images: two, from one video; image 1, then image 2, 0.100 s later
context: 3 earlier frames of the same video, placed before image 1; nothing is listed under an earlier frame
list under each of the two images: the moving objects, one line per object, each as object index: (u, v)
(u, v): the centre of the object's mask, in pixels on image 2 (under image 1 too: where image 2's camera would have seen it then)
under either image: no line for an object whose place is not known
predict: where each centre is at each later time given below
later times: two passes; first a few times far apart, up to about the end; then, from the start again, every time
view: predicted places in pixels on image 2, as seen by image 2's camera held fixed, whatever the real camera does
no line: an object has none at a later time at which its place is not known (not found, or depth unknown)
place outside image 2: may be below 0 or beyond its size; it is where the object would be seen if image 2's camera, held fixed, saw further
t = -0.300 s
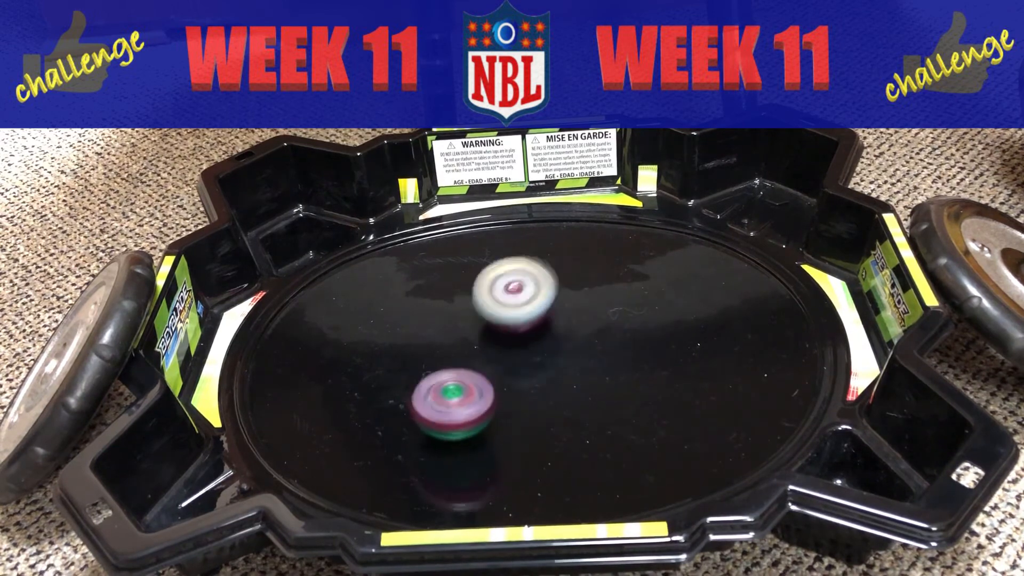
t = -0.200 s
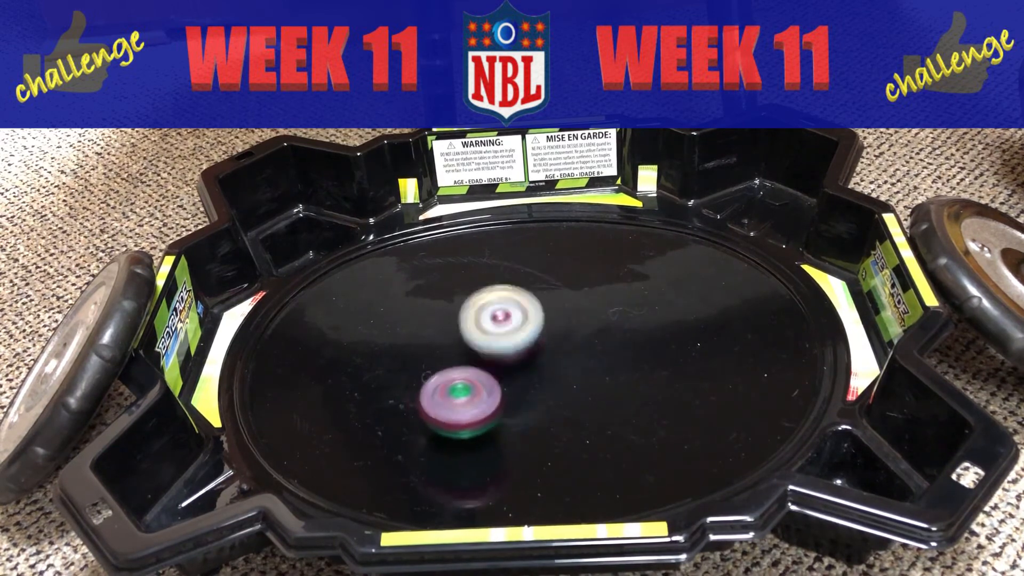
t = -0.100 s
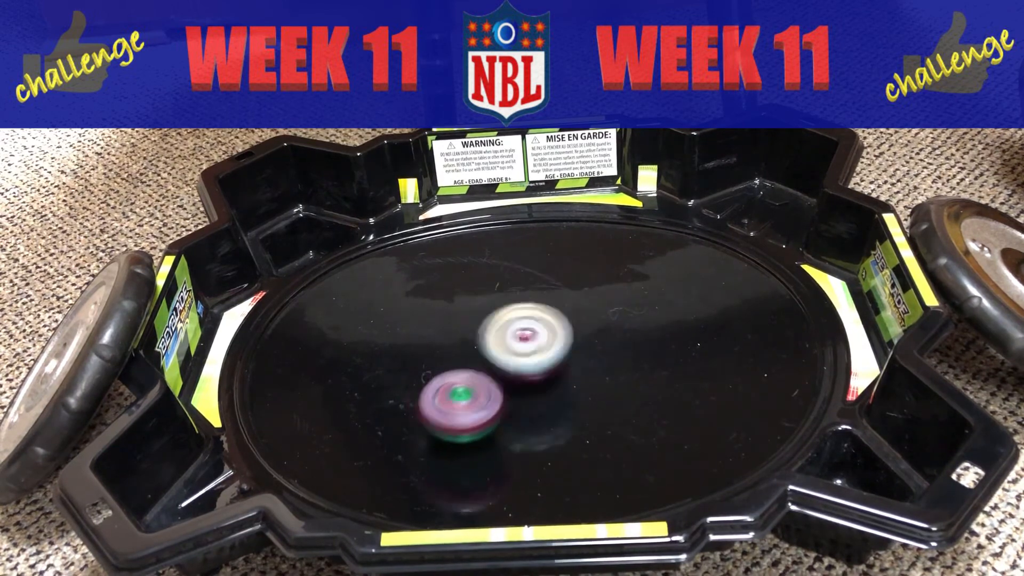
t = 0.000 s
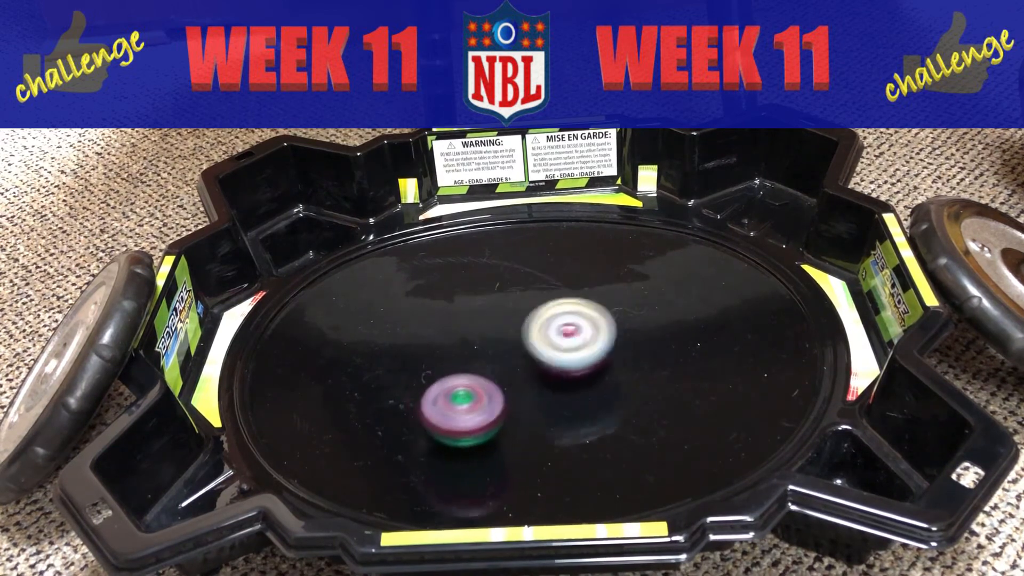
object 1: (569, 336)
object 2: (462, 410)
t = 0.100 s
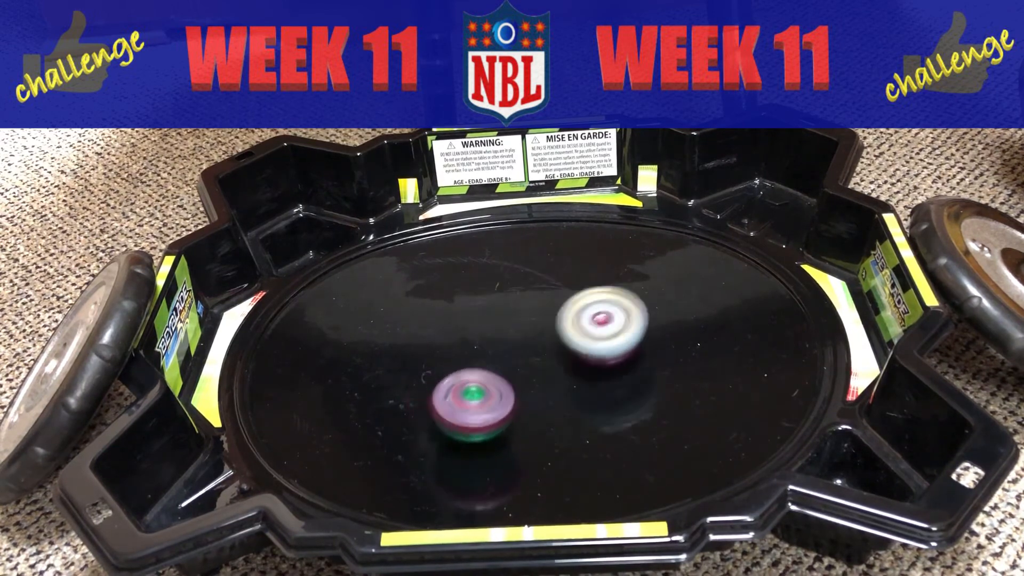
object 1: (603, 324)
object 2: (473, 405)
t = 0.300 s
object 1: (625, 291)
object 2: (500, 385)
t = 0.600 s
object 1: (573, 313)
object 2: (523, 378)
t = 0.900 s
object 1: (589, 305)
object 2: (515, 396)
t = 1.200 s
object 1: (602, 344)
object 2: (508, 382)
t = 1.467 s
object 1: (606, 332)
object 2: (512, 353)
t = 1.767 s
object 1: (652, 331)
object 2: (471, 324)
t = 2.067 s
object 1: (583, 351)
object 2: (495, 324)
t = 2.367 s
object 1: (574, 404)
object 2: (515, 347)
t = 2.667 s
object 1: (587, 381)
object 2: (498, 370)
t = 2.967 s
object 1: (565, 343)
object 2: (462, 352)
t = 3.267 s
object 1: (562, 342)
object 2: (460, 330)
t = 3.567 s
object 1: (601, 338)
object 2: (472, 338)
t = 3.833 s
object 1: (644, 328)
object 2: (475, 359)
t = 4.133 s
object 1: (580, 349)
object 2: (480, 372)
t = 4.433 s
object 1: (599, 371)
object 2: (456, 366)
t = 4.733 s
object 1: (583, 355)
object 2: (467, 347)
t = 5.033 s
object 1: (631, 335)
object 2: (439, 335)
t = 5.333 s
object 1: (551, 344)
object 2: (461, 364)
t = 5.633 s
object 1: (594, 369)
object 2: (406, 364)
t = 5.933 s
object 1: (594, 350)
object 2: (467, 359)
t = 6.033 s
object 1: (584, 343)
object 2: (488, 367)
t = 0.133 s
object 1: (611, 320)
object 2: (477, 402)
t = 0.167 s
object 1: (618, 314)
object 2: (481, 399)
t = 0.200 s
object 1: (624, 308)
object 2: (486, 396)
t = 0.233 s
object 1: (627, 302)
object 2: (491, 392)
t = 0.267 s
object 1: (627, 296)
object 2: (495, 388)
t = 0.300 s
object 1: (625, 291)
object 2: (500, 385)
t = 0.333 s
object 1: (619, 289)
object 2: (507, 381)
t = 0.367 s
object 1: (611, 287)
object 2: (513, 378)
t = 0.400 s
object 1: (600, 288)
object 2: (518, 374)
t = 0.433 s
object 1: (590, 293)
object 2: (523, 370)
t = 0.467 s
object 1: (580, 298)
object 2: (528, 366)
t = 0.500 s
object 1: (573, 304)
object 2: (530, 365)
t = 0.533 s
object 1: (570, 308)
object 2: (529, 369)
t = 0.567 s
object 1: (570, 311)
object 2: (528, 372)
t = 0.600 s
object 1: (573, 313)
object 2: (523, 378)
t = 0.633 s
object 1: (580, 311)
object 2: (518, 384)
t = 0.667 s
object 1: (585, 309)
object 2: (516, 389)
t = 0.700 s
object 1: (590, 308)
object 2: (516, 392)
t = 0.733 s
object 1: (593, 305)
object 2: (516, 393)
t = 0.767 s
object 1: (595, 303)
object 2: (516, 394)
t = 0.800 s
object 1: (596, 302)
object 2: (516, 396)
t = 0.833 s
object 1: (595, 302)
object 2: (515, 396)
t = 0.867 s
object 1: (592, 303)
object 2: (515, 396)
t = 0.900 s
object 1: (589, 305)
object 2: (515, 396)
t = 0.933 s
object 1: (586, 309)
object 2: (515, 396)
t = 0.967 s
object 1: (582, 314)
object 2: (514, 394)
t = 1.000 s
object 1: (579, 320)
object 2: (515, 393)
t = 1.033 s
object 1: (577, 326)
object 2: (515, 391)
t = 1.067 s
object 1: (577, 333)
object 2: (515, 388)
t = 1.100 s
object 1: (580, 339)
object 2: (513, 387)
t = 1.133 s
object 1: (587, 342)
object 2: (510, 386)
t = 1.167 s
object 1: (594, 343)
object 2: (508, 385)
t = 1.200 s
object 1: (602, 344)
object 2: (508, 382)
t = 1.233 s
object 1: (609, 343)
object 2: (507, 379)
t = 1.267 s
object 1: (615, 342)
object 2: (508, 376)
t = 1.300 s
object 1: (620, 339)
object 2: (508, 373)
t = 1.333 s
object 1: (623, 337)
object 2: (508, 369)
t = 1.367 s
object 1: (623, 334)
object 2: (508, 365)
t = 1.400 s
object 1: (619, 332)
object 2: (510, 360)
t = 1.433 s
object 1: (613, 331)
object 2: (511, 356)
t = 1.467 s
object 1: (606, 332)
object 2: (512, 353)
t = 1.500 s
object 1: (598, 333)
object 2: (514, 349)
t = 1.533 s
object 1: (603, 335)
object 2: (503, 344)
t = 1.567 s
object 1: (614, 337)
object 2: (489, 339)
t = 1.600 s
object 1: (624, 338)
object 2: (480, 335)
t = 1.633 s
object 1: (632, 337)
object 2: (474, 332)
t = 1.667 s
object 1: (639, 336)
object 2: (472, 330)
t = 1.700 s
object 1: (644, 335)
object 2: (471, 328)
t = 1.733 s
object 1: (649, 333)
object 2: (471, 326)
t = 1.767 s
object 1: (652, 331)
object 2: (471, 324)
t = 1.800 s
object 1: (651, 328)
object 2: (472, 322)
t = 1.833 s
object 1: (647, 327)
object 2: (474, 321)
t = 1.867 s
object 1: (640, 326)
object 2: (476, 320)
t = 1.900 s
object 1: (631, 328)
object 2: (478, 320)
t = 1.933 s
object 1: (622, 330)
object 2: (481, 319)
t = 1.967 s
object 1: (612, 334)
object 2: (484, 320)
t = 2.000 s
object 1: (602, 340)
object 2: (487, 321)
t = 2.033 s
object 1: (592, 345)
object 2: (492, 322)
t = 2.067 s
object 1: (583, 351)
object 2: (495, 324)
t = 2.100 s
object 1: (575, 356)
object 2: (498, 327)
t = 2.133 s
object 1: (569, 363)
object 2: (501, 328)
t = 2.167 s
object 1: (567, 371)
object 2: (502, 329)
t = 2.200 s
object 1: (566, 378)
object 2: (505, 331)
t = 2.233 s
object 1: (566, 385)
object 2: (506, 334)
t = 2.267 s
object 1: (567, 391)
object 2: (509, 337)
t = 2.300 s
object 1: (568, 396)
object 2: (512, 340)
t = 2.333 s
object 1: (570, 400)
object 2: (514, 343)
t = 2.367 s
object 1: (574, 404)
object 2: (515, 347)
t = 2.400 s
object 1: (577, 406)
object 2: (516, 350)
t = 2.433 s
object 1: (582, 407)
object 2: (517, 354)
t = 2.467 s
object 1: (587, 405)
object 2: (517, 358)
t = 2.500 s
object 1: (589, 402)
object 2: (516, 361)
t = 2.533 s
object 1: (589, 397)
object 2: (514, 364)
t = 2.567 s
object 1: (589, 393)
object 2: (510, 366)
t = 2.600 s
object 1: (590, 389)
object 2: (505, 367)
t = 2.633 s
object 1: (590, 385)
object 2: (502, 368)
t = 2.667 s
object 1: (587, 381)
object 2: (498, 370)
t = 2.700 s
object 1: (583, 376)
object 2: (495, 370)
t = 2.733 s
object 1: (583, 372)
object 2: (487, 369)
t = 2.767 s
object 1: (587, 368)
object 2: (479, 366)
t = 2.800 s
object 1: (588, 364)
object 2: (474, 364)
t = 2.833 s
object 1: (587, 359)
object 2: (470, 362)
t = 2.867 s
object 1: (585, 354)
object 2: (466, 360)
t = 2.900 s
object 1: (580, 349)
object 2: (464, 357)
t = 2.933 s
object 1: (573, 345)
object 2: (462, 354)
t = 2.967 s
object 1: (565, 343)
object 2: (462, 352)
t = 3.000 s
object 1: (557, 342)
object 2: (461, 349)
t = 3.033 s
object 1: (549, 341)
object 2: (462, 346)
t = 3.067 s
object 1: (546, 341)
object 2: (459, 342)
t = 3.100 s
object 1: (548, 342)
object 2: (452, 338)
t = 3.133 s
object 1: (551, 342)
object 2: (449, 335)
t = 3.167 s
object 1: (554, 343)
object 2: (450, 334)
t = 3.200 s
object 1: (556, 343)
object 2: (452, 332)
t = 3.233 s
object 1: (559, 342)
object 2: (456, 331)
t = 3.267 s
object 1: (562, 342)
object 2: (460, 330)
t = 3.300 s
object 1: (565, 342)
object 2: (464, 330)
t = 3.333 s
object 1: (568, 342)
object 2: (469, 331)
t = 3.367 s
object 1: (569, 341)
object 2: (473, 331)
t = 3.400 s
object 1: (569, 339)
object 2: (479, 333)
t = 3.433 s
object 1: (568, 338)
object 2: (483, 335)
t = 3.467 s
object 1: (574, 337)
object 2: (481, 335)
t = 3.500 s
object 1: (584, 338)
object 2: (474, 335)
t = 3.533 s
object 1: (593, 338)
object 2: (473, 336)
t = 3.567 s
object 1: (601, 338)
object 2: (472, 338)
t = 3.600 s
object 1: (608, 337)
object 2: (473, 341)
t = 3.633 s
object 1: (616, 337)
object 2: (472, 344)
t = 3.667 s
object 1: (623, 336)
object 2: (473, 346)
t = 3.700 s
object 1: (629, 335)
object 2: (473, 349)
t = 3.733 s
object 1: (634, 333)
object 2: (474, 352)
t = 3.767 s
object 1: (639, 331)
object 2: (474, 354)
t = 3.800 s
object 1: (642, 330)
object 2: (475, 357)
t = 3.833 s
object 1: (644, 328)
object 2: (475, 359)
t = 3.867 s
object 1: (642, 327)
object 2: (476, 362)
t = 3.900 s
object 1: (637, 326)
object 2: (477, 364)
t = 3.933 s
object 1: (630, 327)
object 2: (477, 366)
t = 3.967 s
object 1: (623, 328)
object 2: (478, 367)
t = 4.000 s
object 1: (615, 331)
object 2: (478, 369)
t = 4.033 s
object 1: (606, 334)
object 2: (479, 370)
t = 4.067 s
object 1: (597, 339)
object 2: (479, 371)
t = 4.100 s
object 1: (588, 343)
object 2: (480, 372)
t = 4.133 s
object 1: (580, 349)
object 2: (480, 372)
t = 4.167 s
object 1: (572, 354)
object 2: (481, 373)
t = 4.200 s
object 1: (570, 360)
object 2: (476, 373)
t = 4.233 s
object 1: (575, 364)
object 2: (466, 373)
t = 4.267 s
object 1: (580, 367)
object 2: (462, 373)
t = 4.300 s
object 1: (585, 369)
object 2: (460, 373)
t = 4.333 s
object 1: (589, 370)
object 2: (458, 372)
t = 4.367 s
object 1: (592, 371)
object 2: (456, 370)
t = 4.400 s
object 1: (596, 372)
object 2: (456, 368)
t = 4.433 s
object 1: (599, 371)
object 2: (456, 366)
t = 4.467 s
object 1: (601, 370)
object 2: (457, 364)
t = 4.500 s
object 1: (601, 367)
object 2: (459, 362)
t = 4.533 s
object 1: (599, 364)
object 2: (462, 360)
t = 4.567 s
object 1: (596, 361)
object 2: (465, 358)
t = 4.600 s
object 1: (590, 358)
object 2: (470, 356)
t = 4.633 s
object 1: (584, 355)
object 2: (475, 355)
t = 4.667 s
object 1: (576, 353)
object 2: (480, 354)
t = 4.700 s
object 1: (571, 352)
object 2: (483, 353)
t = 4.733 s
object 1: (583, 355)
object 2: (467, 347)
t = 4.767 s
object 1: (595, 355)
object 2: (450, 340)
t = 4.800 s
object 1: (605, 355)
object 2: (440, 336)
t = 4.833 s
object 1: (614, 354)
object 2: (435, 333)
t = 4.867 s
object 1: (621, 352)
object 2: (433, 332)
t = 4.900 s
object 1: (626, 349)
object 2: (435, 332)
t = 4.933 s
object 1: (631, 345)
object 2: (434, 333)
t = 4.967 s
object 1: (633, 342)
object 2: (435, 334)
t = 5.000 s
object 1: (633, 338)
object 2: (436, 334)
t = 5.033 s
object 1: (631, 335)
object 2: (439, 335)
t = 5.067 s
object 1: (625, 332)
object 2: (442, 337)
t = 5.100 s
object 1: (618, 331)
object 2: (444, 339)
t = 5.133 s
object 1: (610, 330)
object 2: (446, 341)
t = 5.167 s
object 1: (600, 331)
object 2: (449, 345)
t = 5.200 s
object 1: (590, 333)
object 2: (453, 348)
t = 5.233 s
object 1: (578, 335)
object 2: (456, 352)
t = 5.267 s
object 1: (569, 337)
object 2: (458, 356)
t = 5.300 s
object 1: (559, 341)
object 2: (460, 360)
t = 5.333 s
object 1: (551, 344)
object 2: (461, 364)
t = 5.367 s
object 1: (546, 348)
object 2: (459, 368)
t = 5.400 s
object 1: (554, 353)
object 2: (444, 369)
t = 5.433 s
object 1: (559, 357)
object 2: (432, 369)
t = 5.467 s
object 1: (565, 362)
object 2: (421, 371)
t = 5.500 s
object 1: (572, 364)
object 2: (414, 370)
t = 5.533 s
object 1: (577, 366)
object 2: (410, 369)
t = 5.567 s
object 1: (583, 367)
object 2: (408, 368)
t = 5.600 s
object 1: (590, 368)
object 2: (406, 366)
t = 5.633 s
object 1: (594, 369)
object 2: (406, 364)
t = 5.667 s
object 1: (600, 369)
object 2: (407, 362)
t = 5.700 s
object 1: (605, 369)
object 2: (410, 360)
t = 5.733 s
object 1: (609, 367)
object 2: (415, 358)
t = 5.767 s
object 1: (611, 365)
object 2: (419, 357)
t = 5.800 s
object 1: (613, 362)
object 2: (426, 357)
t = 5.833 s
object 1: (610, 358)
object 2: (434, 357)
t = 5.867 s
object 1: (607, 355)
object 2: (444, 357)
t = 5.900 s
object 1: (602, 352)
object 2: (455, 358)
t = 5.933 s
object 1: (594, 350)
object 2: (467, 359)
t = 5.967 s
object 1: (587, 347)
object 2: (480, 361)
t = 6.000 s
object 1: (579, 346)
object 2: (491, 364)
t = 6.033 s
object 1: (584, 343)
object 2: (488, 367)
